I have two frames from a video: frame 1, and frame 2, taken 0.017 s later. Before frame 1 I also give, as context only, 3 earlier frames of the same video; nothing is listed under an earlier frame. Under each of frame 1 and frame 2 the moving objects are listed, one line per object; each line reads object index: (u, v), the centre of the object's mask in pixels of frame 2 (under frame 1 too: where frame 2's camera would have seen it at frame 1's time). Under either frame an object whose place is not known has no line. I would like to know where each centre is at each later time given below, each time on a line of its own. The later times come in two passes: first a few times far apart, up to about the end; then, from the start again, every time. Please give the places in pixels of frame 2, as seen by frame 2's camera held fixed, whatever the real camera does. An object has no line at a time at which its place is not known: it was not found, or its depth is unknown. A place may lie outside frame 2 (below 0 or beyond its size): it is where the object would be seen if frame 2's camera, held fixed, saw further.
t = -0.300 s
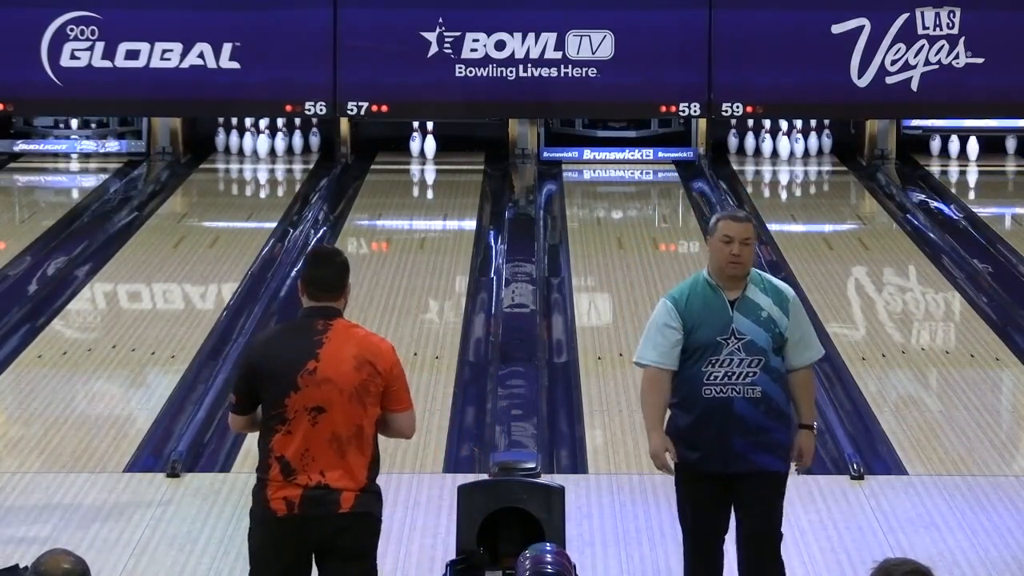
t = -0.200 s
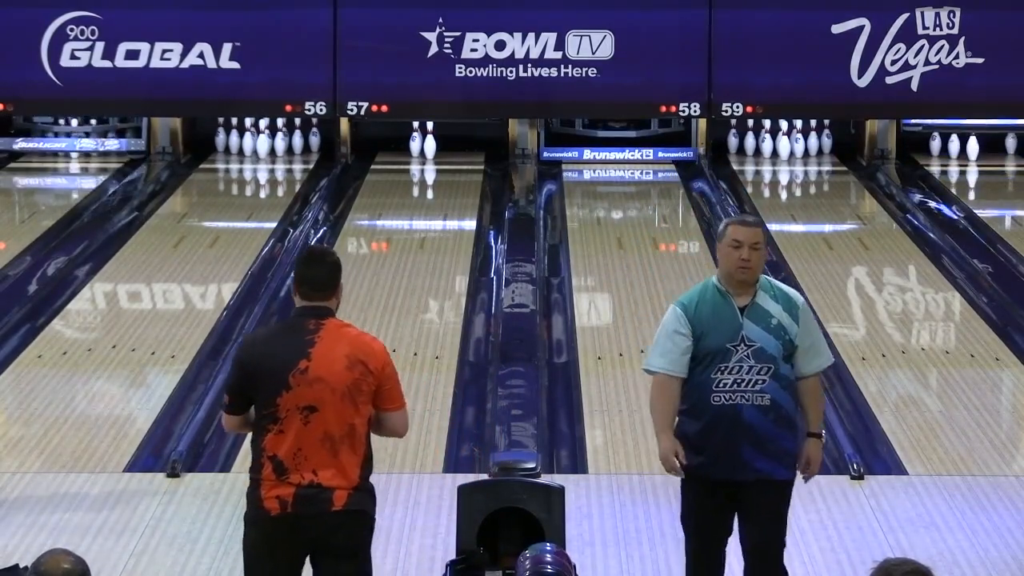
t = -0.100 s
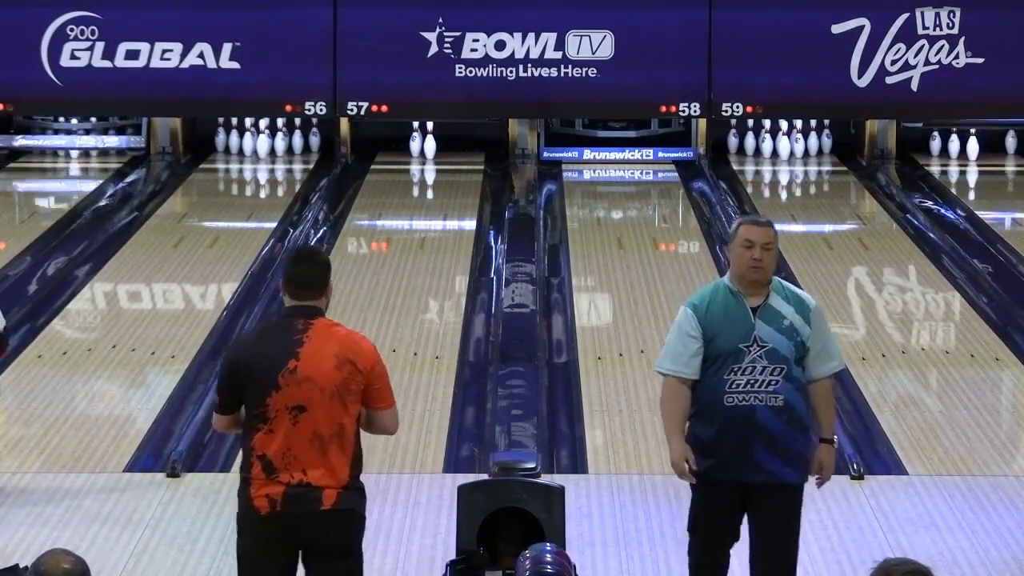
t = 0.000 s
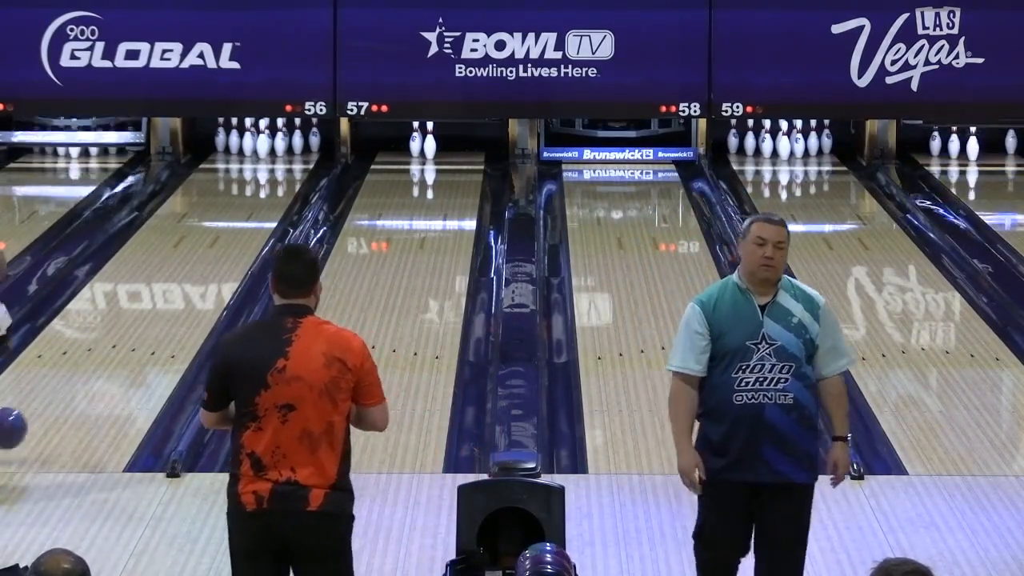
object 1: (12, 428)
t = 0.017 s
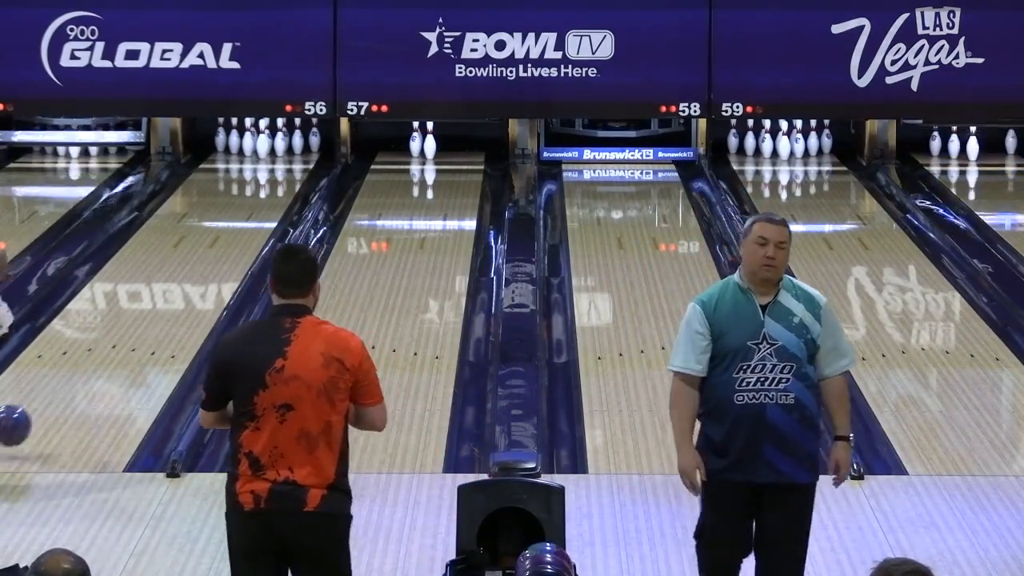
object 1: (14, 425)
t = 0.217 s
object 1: (58, 393)
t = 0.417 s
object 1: (100, 355)
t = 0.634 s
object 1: (138, 320)
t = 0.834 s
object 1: (168, 291)
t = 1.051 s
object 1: (196, 263)
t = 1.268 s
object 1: (220, 239)
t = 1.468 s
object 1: (240, 218)
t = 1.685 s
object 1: (257, 198)
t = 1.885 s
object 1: (268, 183)
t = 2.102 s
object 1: (273, 168)
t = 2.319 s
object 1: (272, 154)
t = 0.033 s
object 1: (16, 423)
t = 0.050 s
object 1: (19, 422)
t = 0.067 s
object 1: (23, 420)
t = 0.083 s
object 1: (27, 420)
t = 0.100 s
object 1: (31, 417)
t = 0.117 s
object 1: (35, 413)
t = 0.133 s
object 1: (39, 409)
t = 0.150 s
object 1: (43, 406)
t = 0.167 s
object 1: (47, 403)
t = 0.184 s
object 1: (50, 399)
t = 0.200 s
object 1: (54, 396)
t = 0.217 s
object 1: (58, 393)
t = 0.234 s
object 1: (62, 390)
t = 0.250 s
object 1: (66, 386)
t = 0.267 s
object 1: (70, 382)
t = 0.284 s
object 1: (73, 379)
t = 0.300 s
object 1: (76, 376)
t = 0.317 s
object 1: (80, 373)
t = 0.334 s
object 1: (83, 370)
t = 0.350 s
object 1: (86, 367)
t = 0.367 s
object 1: (89, 364)
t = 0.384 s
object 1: (93, 361)
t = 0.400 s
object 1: (96, 358)
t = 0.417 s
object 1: (100, 355)
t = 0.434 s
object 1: (103, 352)
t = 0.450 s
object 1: (106, 349)
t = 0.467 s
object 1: (109, 346)
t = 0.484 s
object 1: (112, 344)
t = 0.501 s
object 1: (119, 343)
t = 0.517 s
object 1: (121, 336)
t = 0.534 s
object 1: (121, 335)
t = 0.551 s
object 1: (123, 333)
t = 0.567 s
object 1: (126, 330)
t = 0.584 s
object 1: (129, 327)
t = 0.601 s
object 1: (132, 325)
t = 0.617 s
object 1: (135, 322)
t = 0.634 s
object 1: (138, 320)
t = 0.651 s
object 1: (140, 317)
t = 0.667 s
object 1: (143, 315)
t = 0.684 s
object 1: (146, 312)
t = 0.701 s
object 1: (148, 309)
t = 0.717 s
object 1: (151, 307)
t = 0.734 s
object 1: (153, 305)
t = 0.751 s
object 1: (155, 302)
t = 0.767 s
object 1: (158, 300)
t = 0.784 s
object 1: (161, 298)
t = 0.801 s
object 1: (163, 295)
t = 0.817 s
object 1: (165, 293)
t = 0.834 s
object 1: (168, 291)
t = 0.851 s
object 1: (170, 288)
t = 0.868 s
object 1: (172, 286)
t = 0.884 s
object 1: (175, 284)
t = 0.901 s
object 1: (177, 282)
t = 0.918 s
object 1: (179, 279)
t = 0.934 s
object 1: (182, 277)
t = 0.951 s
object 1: (184, 275)
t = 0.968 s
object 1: (186, 273)
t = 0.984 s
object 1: (188, 271)
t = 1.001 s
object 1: (190, 269)
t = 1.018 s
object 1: (192, 267)
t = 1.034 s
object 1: (194, 265)
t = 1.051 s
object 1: (196, 263)
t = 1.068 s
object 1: (198, 261)
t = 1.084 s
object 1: (200, 259)
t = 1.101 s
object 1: (202, 257)
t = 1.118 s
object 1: (204, 255)
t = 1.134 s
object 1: (206, 253)
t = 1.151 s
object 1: (208, 251)
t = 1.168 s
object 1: (210, 249)
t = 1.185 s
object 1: (212, 247)
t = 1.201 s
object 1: (213, 245)
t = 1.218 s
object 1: (216, 244)
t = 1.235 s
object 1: (217, 242)
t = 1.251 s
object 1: (219, 241)
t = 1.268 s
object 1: (220, 239)
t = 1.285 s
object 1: (222, 237)
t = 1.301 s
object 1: (224, 235)
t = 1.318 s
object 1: (226, 233)
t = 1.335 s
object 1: (227, 231)
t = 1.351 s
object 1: (229, 230)
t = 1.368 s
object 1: (231, 228)
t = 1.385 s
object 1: (233, 226)
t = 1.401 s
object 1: (234, 225)
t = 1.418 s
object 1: (236, 223)
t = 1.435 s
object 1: (237, 222)
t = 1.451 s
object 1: (238, 220)
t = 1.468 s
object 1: (240, 218)
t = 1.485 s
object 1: (242, 217)
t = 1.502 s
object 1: (243, 215)
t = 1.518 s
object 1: (245, 214)
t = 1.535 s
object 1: (246, 212)
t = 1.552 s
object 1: (247, 210)
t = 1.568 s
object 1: (249, 209)
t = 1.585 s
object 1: (250, 208)
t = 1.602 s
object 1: (251, 207)
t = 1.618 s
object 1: (253, 205)
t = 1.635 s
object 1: (254, 204)
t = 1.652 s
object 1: (255, 202)
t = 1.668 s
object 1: (256, 200)
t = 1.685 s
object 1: (257, 198)
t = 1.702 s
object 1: (258, 197)
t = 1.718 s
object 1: (259, 196)
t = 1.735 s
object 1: (261, 194)
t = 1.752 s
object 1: (262, 193)
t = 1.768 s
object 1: (262, 192)
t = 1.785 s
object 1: (263, 191)
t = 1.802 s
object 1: (264, 190)
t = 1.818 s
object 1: (265, 188)
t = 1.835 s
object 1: (266, 187)
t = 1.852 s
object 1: (267, 186)
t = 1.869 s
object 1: (267, 185)
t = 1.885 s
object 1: (268, 183)
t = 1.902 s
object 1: (268, 182)
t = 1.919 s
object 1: (268, 181)
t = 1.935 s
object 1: (269, 180)
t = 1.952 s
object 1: (270, 179)
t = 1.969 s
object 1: (270, 177)
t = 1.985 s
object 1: (271, 176)
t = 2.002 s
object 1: (271, 175)
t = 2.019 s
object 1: (272, 173)
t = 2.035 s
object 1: (272, 172)
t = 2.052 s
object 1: (272, 171)
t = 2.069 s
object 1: (273, 171)
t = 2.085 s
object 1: (273, 170)
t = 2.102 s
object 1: (273, 168)
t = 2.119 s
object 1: (273, 166)
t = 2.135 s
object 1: (273, 166)
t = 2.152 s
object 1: (273, 165)
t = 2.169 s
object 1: (274, 164)
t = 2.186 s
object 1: (274, 163)
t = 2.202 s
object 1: (273, 162)
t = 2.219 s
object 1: (273, 161)
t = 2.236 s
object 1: (273, 160)
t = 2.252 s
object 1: (273, 158)
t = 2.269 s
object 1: (273, 157)
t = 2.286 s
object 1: (272, 156)
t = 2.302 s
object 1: (272, 155)
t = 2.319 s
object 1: (272, 154)
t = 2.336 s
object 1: (272, 153)
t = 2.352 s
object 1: (271, 153)
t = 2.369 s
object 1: (271, 152)
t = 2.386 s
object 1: (271, 151)
